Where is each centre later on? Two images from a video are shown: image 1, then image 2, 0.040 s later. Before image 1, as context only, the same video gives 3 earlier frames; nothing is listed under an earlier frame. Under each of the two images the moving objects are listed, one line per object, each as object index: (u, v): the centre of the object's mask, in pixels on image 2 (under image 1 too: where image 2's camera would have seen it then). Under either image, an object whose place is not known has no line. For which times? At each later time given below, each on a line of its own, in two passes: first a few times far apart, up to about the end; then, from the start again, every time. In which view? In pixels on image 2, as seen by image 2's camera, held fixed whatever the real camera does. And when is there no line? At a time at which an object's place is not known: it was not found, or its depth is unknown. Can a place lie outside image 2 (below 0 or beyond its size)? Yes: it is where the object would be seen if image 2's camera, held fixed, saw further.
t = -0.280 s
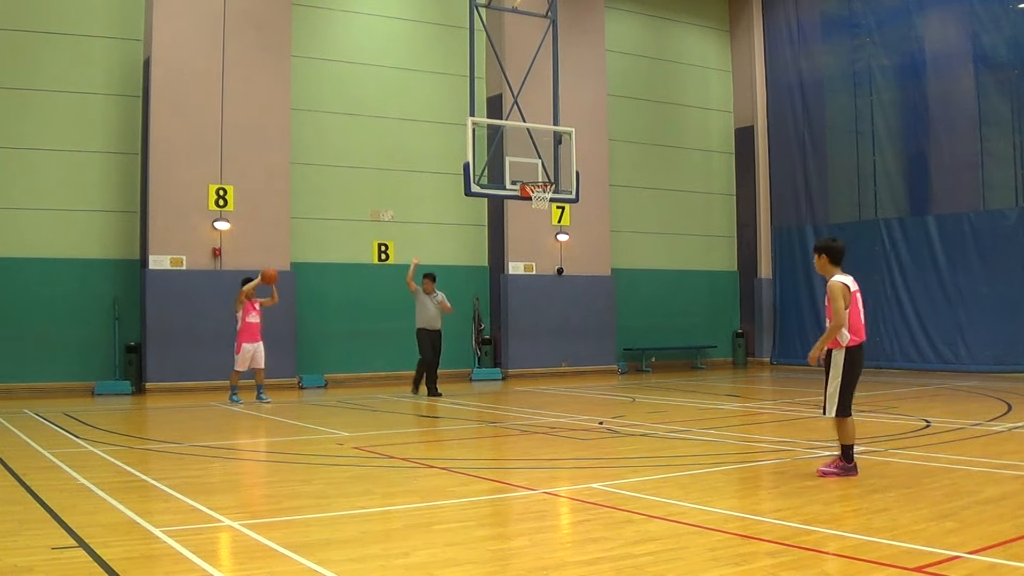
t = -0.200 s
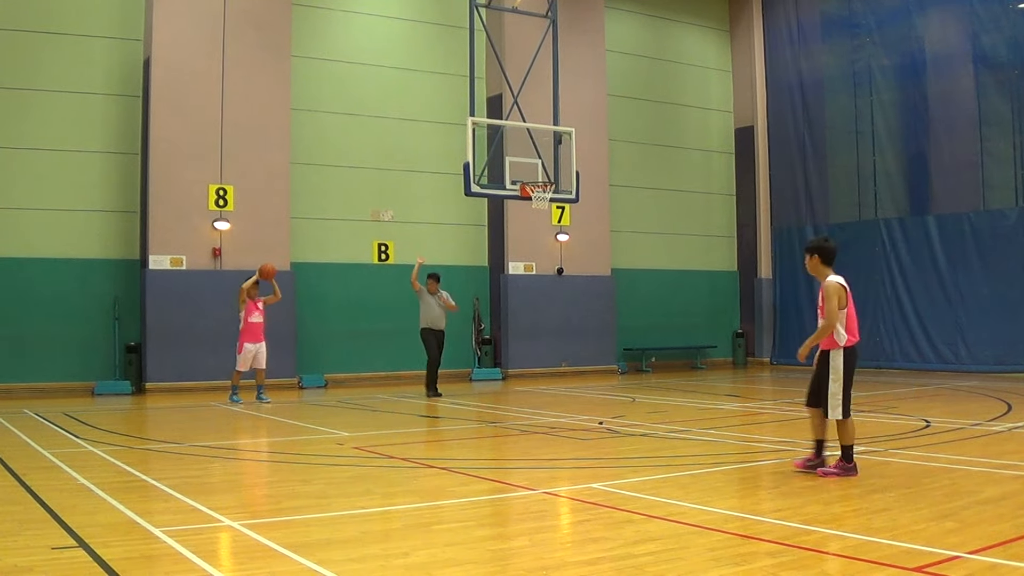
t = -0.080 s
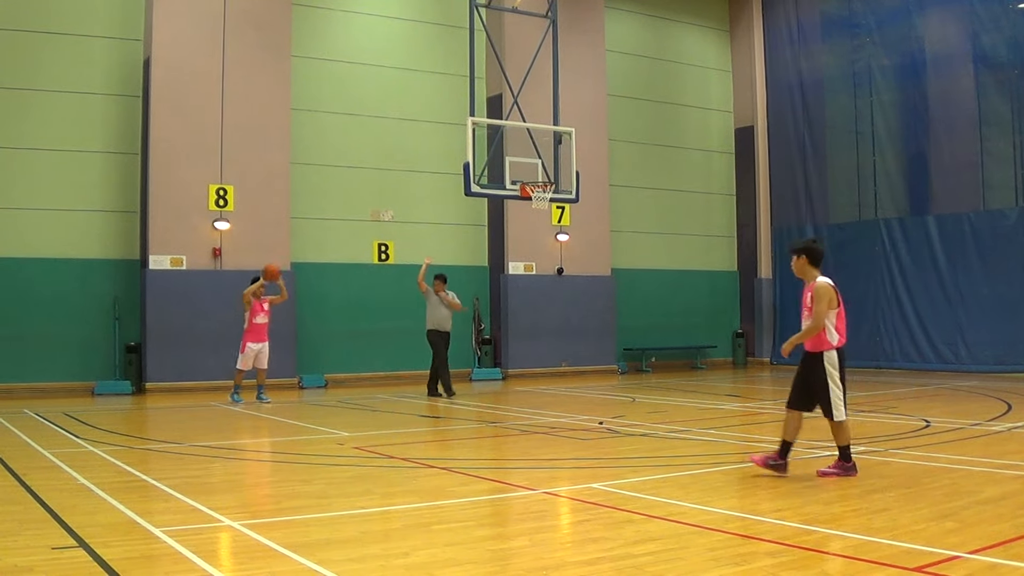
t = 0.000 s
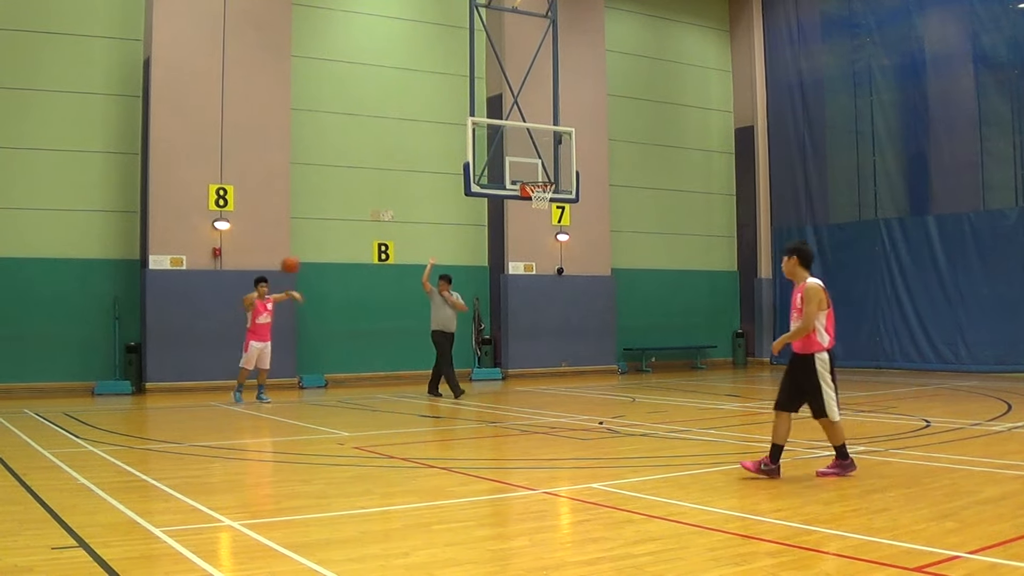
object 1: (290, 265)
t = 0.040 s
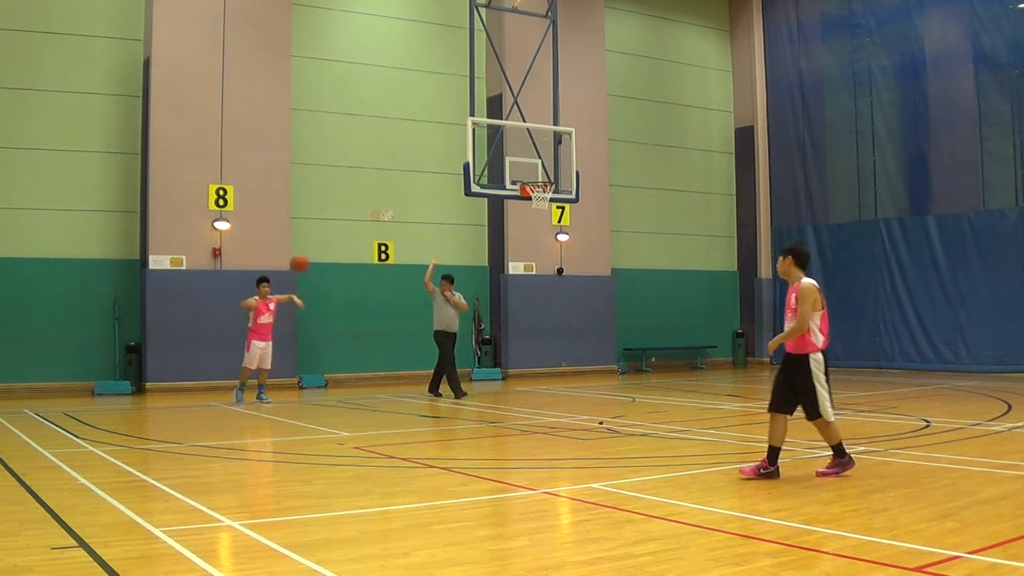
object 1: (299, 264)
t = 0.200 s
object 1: (343, 269)
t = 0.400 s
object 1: (407, 308)
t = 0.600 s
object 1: (487, 398)
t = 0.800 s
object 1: (543, 375)
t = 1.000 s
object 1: (591, 330)
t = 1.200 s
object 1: (643, 329)
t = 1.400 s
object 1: (704, 380)
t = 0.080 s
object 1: (310, 263)
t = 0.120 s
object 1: (320, 264)
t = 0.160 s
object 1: (332, 266)
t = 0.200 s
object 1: (343, 269)
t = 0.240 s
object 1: (355, 273)
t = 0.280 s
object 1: (367, 280)
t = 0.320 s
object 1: (380, 288)
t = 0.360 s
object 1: (394, 297)
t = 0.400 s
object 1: (407, 308)
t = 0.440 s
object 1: (422, 322)
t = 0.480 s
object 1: (437, 337)
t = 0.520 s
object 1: (454, 356)
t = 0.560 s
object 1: (469, 375)
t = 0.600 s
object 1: (487, 398)
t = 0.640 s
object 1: (505, 426)
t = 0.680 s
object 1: (517, 421)
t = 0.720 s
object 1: (526, 404)
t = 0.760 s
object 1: (534, 389)
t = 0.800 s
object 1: (543, 375)
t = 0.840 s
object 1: (552, 362)
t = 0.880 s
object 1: (561, 353)
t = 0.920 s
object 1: (570, 344)
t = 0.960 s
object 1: (580, 336)
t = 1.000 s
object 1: (591, 330)
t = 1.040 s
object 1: (601, 326)
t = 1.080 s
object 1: (611, 324)
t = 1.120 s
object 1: (622, 324)
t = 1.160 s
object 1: (633, 325)
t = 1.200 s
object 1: (643, 329)
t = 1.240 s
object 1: (655, 335)
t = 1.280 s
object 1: (667, 343)
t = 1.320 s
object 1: (679, 353)
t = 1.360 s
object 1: (690, 365)
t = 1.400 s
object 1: (704, 380)
